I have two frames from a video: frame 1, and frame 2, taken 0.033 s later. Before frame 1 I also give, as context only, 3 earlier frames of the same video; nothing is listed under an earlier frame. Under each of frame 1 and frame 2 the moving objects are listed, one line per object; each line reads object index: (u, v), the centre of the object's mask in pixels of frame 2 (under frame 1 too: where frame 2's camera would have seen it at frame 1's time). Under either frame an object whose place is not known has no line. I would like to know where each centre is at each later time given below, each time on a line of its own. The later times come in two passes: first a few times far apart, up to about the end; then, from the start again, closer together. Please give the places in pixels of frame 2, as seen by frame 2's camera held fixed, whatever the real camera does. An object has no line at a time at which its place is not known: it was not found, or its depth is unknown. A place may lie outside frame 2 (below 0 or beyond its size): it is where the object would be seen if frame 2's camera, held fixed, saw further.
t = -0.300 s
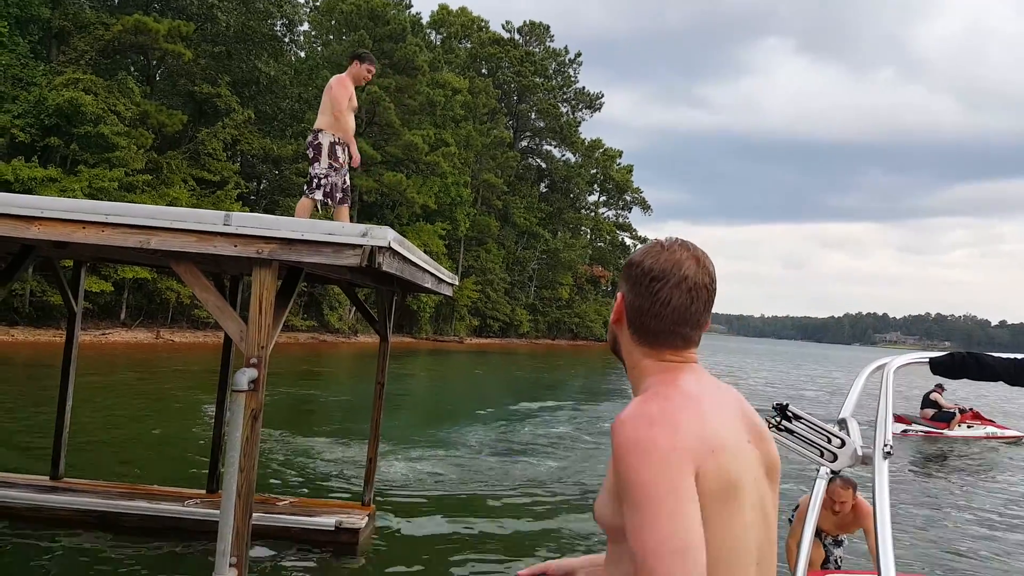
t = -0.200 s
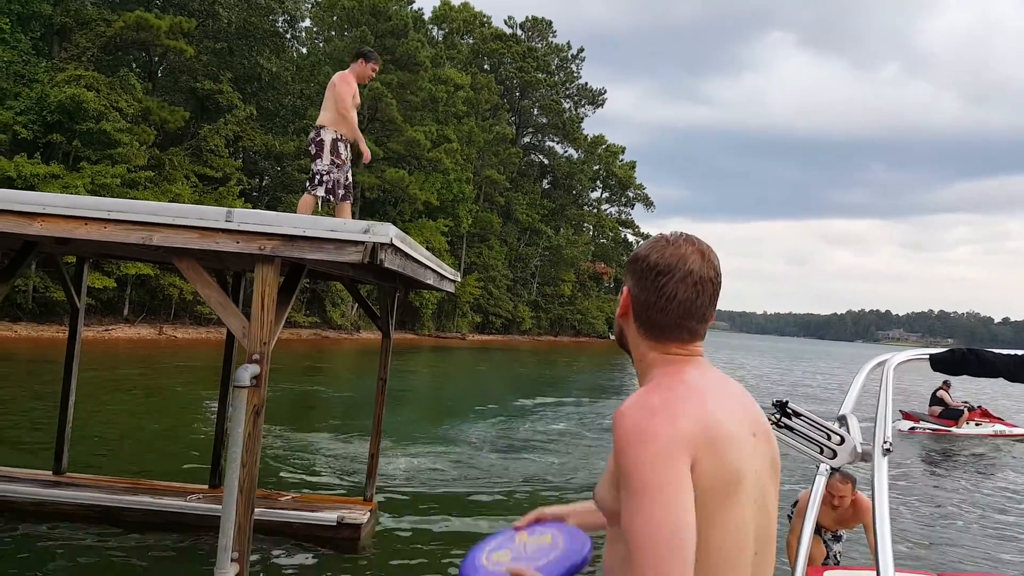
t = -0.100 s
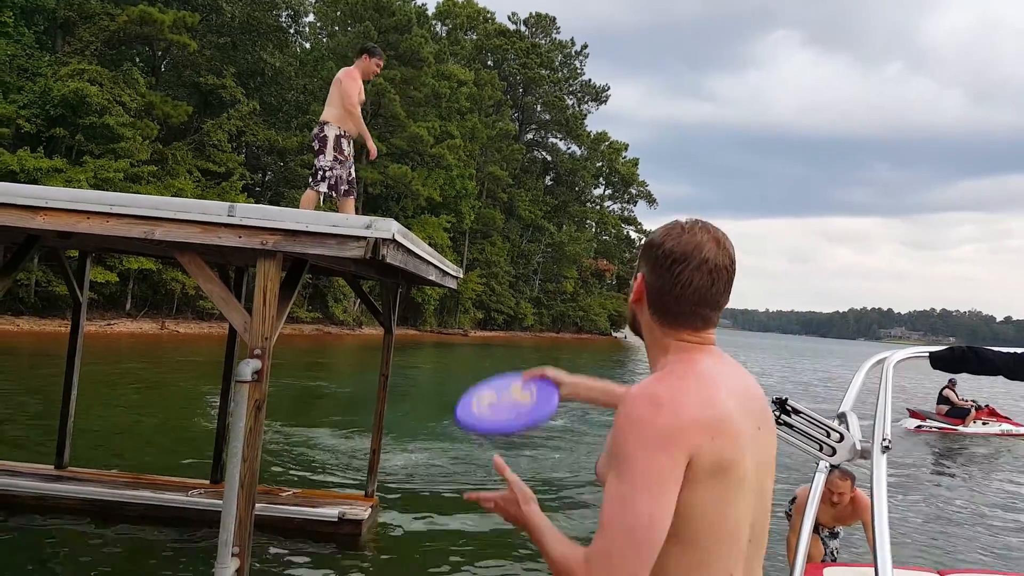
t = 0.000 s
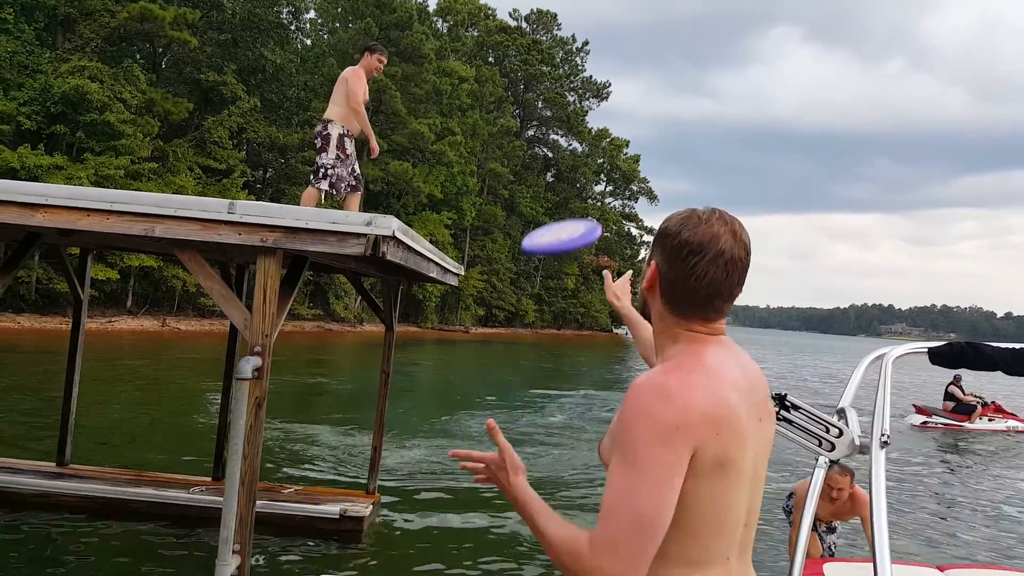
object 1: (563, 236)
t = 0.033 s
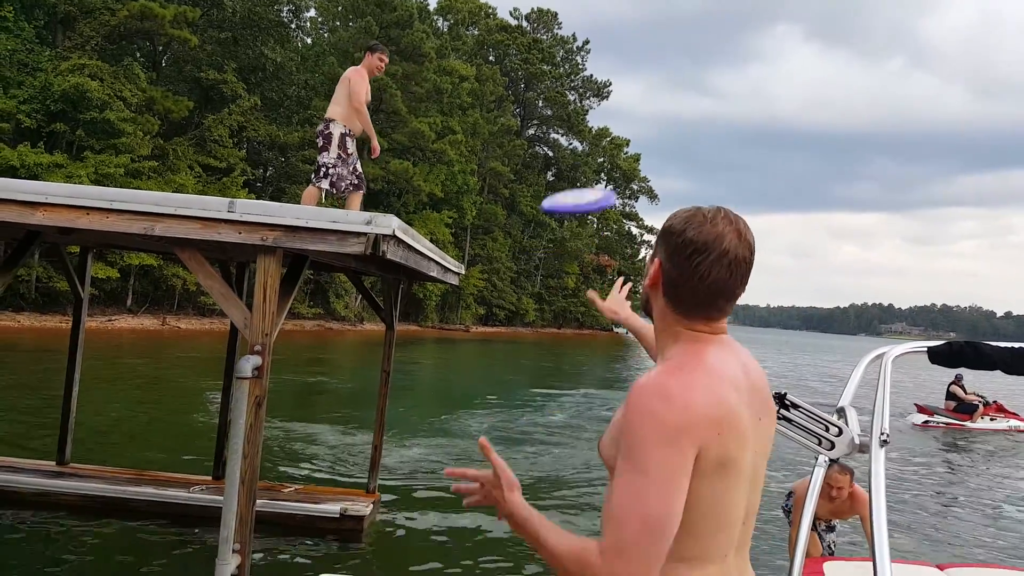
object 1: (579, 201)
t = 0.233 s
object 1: (646, 105)
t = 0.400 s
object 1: (672, 94)
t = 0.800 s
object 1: (686, 137)
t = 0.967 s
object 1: (683, 162)
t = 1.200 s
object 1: (666, 205)
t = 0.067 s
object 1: (595, 173)
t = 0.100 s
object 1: (608, 151)
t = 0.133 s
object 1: (620, 134)
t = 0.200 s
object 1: (638, 111)
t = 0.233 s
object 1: (646, 105)
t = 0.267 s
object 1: (653, 100)
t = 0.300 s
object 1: (659, 96)
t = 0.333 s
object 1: (664, 95)
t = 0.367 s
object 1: (668, 94)
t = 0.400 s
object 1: (672, 94)
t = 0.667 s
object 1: (686, 118)
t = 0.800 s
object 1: (686, 137)
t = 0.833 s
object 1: (687, 141)
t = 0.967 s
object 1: (683, 162)
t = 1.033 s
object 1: (680, 173)
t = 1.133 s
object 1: (673, 192)
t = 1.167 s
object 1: (669, 199)
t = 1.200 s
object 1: (666, 205)
